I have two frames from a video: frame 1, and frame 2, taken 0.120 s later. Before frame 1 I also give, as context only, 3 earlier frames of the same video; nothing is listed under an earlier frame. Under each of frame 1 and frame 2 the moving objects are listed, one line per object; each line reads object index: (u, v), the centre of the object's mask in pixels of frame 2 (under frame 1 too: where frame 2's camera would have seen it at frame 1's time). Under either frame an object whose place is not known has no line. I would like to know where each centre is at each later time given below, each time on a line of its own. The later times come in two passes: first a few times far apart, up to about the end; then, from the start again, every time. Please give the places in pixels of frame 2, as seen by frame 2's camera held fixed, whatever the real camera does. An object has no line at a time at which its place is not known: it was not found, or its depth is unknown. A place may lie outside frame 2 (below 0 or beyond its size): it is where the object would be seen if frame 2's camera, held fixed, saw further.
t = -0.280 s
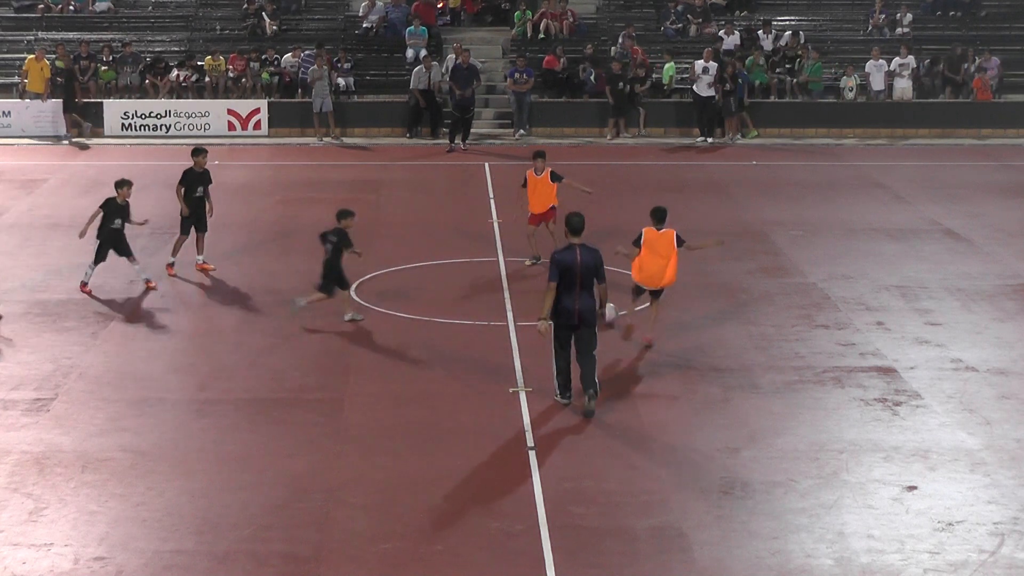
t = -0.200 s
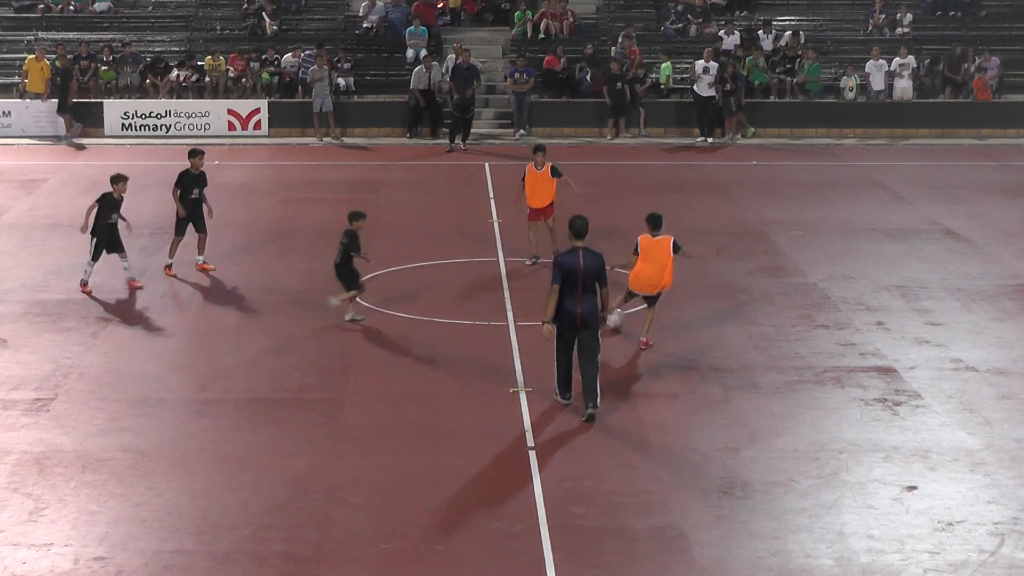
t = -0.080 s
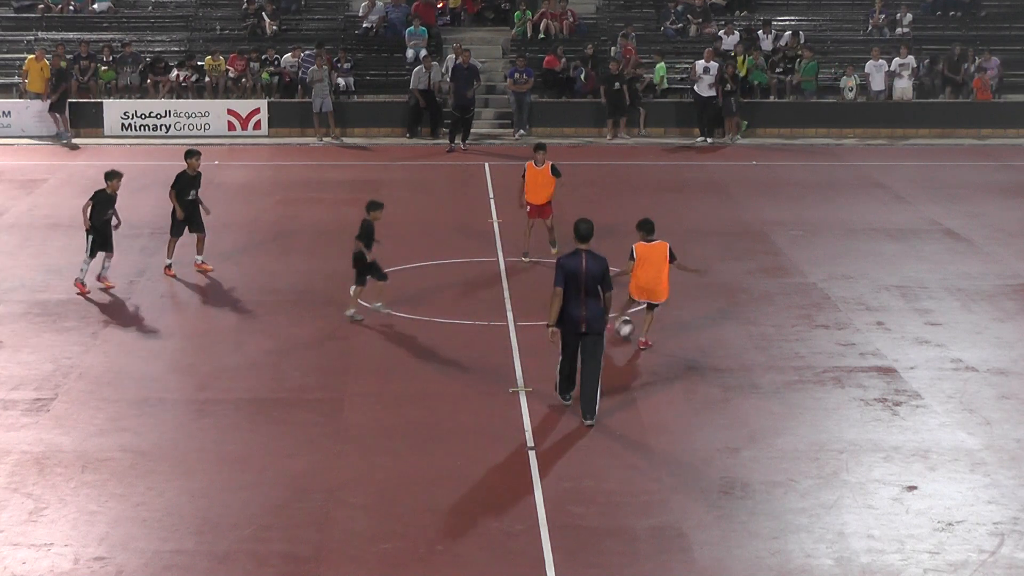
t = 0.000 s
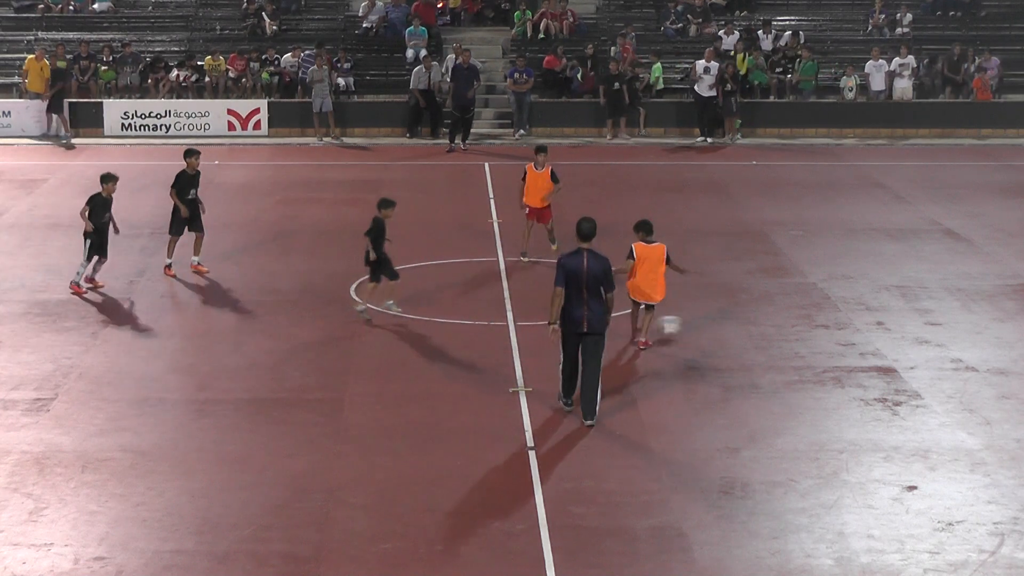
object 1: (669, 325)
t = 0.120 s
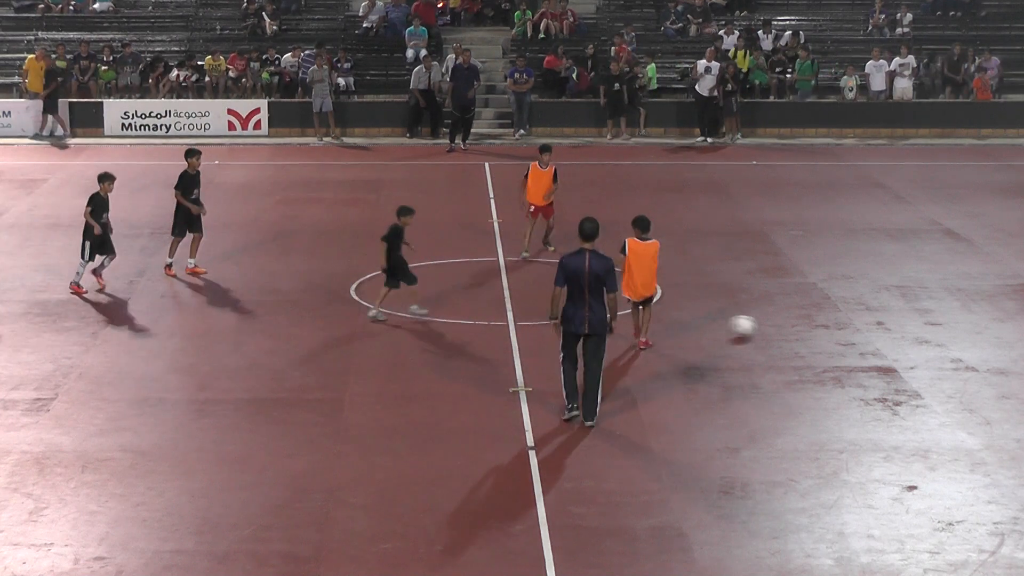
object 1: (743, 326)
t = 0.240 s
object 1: (802, 319)
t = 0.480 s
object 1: (910, 319)
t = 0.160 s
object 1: (764, 327)
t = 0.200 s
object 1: (783, 321)
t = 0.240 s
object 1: (802, 319)
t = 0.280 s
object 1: (822, 320)
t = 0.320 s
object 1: (840, 322)
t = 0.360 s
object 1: (858, 325)
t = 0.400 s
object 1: (877, 326)
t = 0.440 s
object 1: (893, 322)
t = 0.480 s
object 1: (910, 319)
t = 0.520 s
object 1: (928, 319)
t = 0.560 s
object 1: (945, 320)
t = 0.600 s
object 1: (961, 321)
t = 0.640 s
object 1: (979, 325)
